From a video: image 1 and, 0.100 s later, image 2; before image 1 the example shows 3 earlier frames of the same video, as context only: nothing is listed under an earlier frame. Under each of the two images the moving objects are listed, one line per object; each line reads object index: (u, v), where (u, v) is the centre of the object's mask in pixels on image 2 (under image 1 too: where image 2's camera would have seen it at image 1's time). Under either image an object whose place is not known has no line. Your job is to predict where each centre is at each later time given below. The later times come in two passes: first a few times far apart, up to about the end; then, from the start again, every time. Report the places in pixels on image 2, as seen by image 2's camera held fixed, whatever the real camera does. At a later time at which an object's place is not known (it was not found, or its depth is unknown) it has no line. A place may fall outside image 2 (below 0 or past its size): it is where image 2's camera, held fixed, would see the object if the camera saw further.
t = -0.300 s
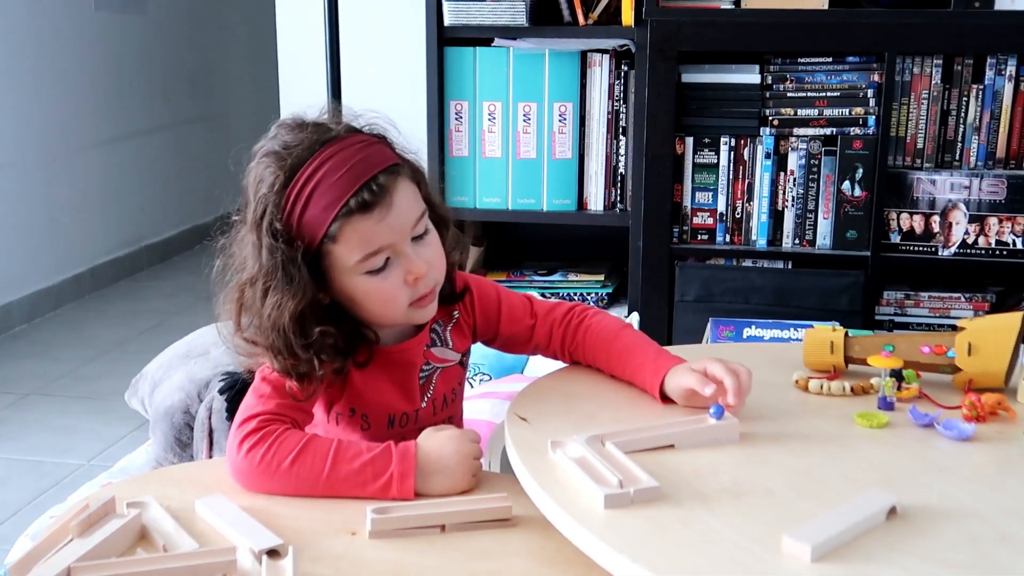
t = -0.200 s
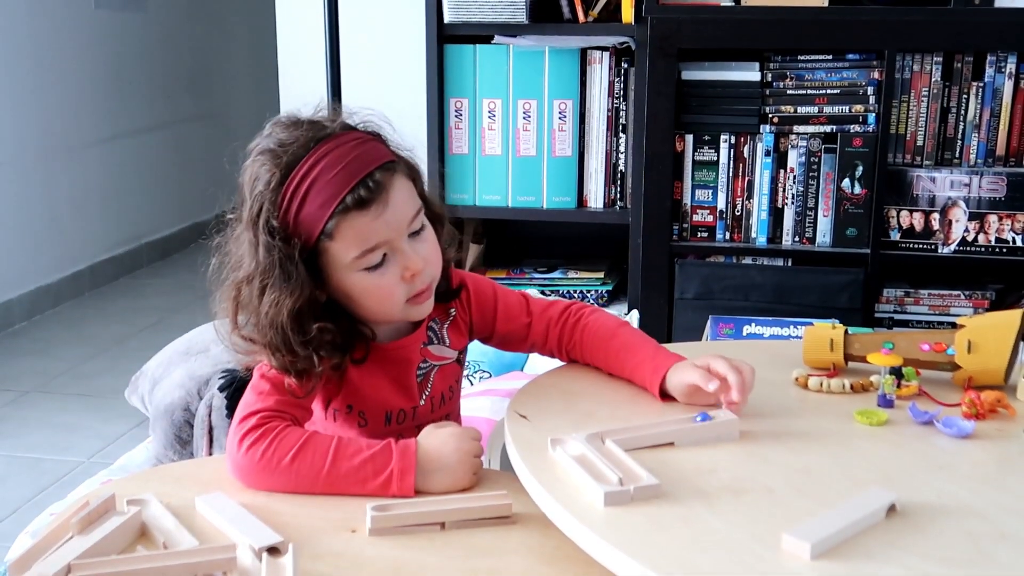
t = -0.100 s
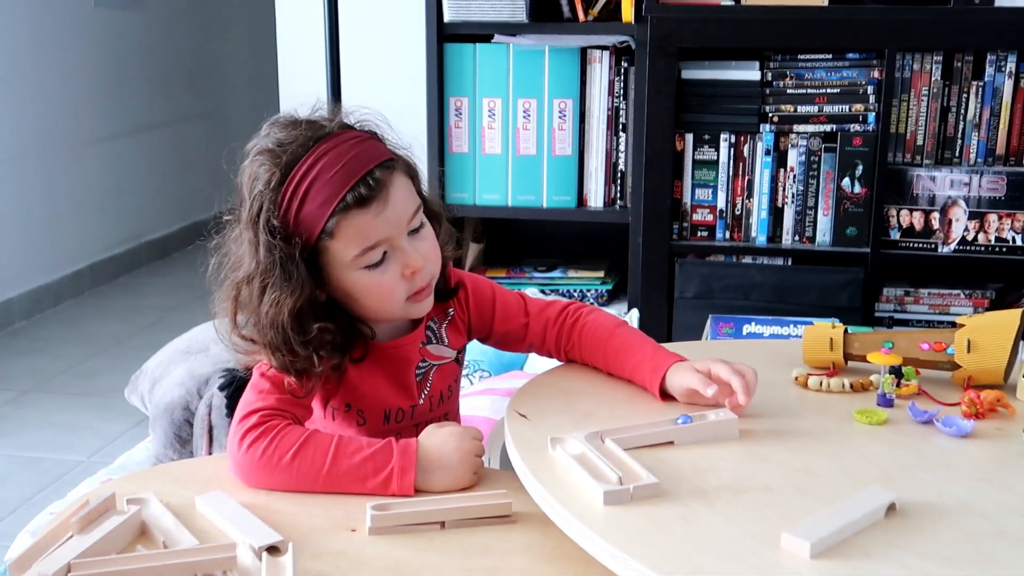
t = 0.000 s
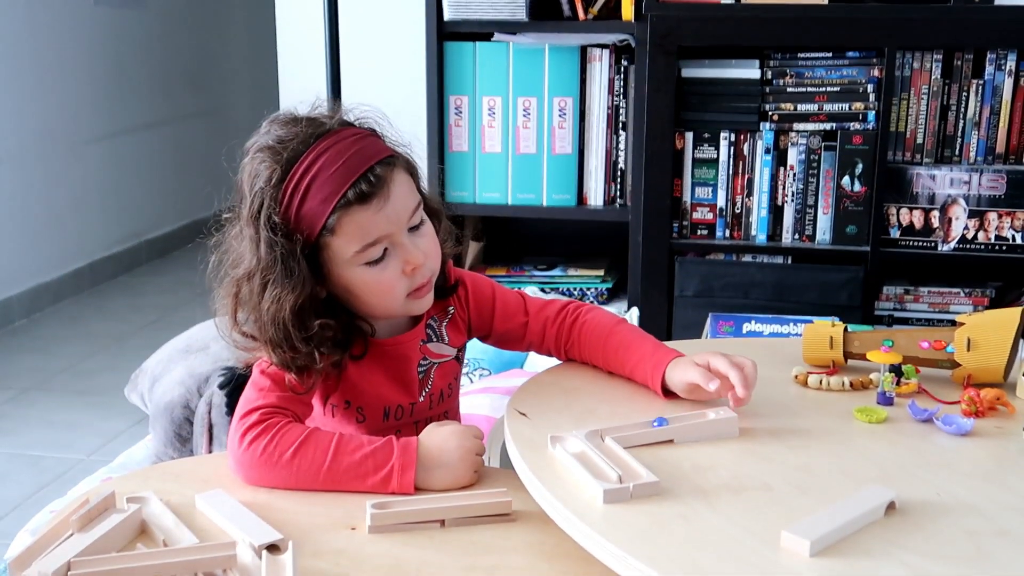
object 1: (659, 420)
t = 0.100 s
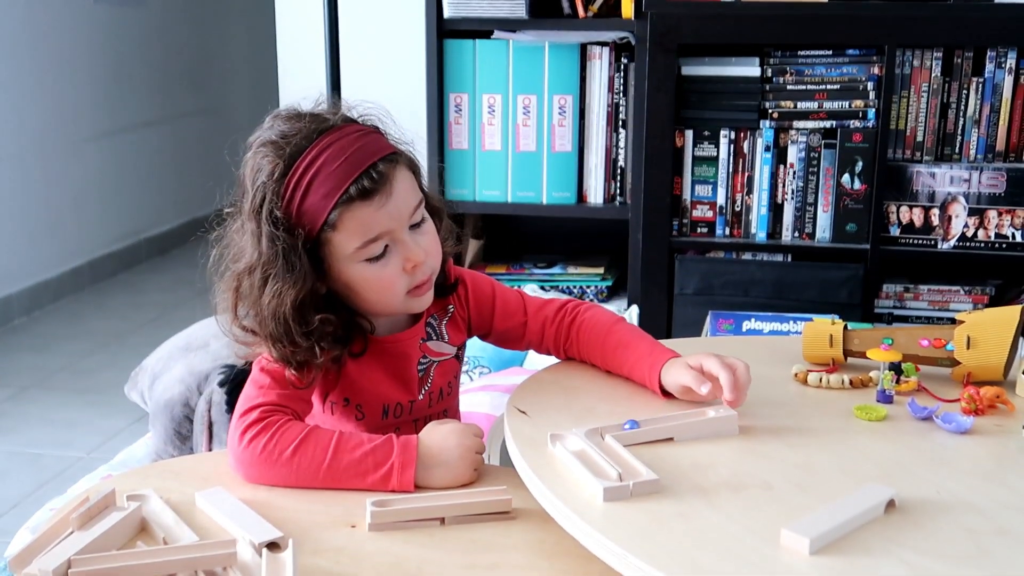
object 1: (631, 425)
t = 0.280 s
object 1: (597, 439)
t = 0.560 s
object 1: (625, 463)
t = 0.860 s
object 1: (612, 477)
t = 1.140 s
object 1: (592, 465)
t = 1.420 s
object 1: (579, 451)
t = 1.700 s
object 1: (565, 440)
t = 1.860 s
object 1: (547, 443)
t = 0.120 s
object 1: (624, 426)
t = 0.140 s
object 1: (618, 427)
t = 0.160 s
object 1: (612, 429)
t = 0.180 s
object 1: (604, 431)
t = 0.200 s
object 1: (598, 433)
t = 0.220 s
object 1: (594, 433)
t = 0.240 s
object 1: (594, 435)
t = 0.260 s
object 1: (595, 437)
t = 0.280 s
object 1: (597, 439)
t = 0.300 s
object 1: (599, 441)
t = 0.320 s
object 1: (601, 443)
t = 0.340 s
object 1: (604, 444)
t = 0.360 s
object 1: (605, 446)
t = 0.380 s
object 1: (607, 448)
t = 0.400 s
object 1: (608, 449)
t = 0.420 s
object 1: (611, 451)
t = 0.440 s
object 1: (613, 453)
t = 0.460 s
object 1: (615, 455)
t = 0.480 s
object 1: (616, 456)
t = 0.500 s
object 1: (618, 458)
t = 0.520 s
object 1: (621, 460)
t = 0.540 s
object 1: (623, 461)
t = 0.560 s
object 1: (625, 463)
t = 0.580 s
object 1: (626, 465)
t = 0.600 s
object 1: (628, 467)
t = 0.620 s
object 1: (630, 469)
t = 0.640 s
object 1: (632, 470)
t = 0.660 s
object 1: (633, 471)
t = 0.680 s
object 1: (634, 472)
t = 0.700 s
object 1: (634, 473)
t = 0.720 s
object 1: (632, 474)
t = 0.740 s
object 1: (630, 475)
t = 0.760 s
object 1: (628, 476)
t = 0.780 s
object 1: (625, 476)
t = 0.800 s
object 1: (621, 477)
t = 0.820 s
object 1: (618, 478)
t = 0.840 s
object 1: (615, 477)
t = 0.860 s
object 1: (612, 477)
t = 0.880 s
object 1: (611, 476)
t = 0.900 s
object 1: (607, 476)
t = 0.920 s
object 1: (604, 475)
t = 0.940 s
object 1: (603, 474)
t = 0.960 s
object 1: (603, 473)
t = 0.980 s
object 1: (603, 473)
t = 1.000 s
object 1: (601, 472)
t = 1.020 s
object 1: (599, 471)
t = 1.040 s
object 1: (598, 470)
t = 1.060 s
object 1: (598, 469)
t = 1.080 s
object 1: (597, 468)
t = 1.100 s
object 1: (595, 467)
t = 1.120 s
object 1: (593, 466)
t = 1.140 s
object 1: (592, 465)
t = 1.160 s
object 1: (592, 464)
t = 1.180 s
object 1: (592, 463)
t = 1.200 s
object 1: (591, 462)
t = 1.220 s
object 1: (589, 461)
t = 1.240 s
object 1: (587, 459)
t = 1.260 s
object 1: (587, 459)
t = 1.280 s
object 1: (586, 458)
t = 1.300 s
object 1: (586, 457)
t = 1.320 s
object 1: (584, 456)
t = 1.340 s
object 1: (582, 455)
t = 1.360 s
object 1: (582, 454)
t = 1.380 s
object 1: (582, 453)
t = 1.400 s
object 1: (581, 452)
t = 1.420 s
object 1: (579, 451)
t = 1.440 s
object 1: (578, 450)
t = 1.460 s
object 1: (578, 450)
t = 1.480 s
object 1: (578, 449)
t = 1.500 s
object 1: (576, 448)
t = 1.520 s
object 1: (575, 447)
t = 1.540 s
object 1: (573, 446)
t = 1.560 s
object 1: (573, 445)
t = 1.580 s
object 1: (573, 445)
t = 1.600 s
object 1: (572, 444)
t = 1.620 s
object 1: (570, 443)
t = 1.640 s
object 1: (569, 442)
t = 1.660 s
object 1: (568, 441)
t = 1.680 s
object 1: (567, 440)
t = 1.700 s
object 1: (565, 440)
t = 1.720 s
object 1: (562, 439)
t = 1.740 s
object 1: (558, 439)
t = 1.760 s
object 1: (557, 439)
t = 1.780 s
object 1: (555, 439)
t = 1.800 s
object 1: (552, 439)
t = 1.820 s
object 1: (551, 440)
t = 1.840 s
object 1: (549, 441)
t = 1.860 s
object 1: (547, 443)
